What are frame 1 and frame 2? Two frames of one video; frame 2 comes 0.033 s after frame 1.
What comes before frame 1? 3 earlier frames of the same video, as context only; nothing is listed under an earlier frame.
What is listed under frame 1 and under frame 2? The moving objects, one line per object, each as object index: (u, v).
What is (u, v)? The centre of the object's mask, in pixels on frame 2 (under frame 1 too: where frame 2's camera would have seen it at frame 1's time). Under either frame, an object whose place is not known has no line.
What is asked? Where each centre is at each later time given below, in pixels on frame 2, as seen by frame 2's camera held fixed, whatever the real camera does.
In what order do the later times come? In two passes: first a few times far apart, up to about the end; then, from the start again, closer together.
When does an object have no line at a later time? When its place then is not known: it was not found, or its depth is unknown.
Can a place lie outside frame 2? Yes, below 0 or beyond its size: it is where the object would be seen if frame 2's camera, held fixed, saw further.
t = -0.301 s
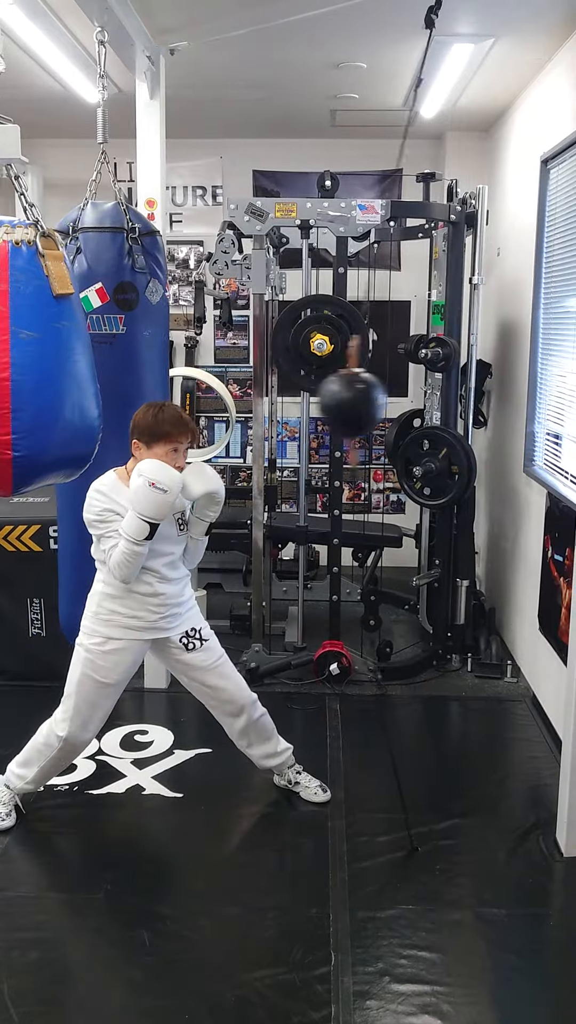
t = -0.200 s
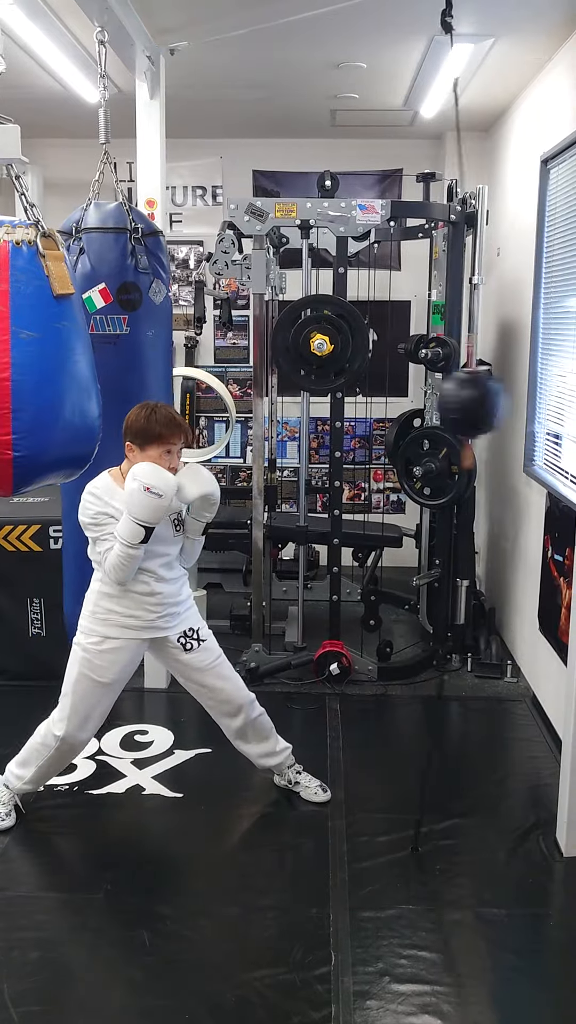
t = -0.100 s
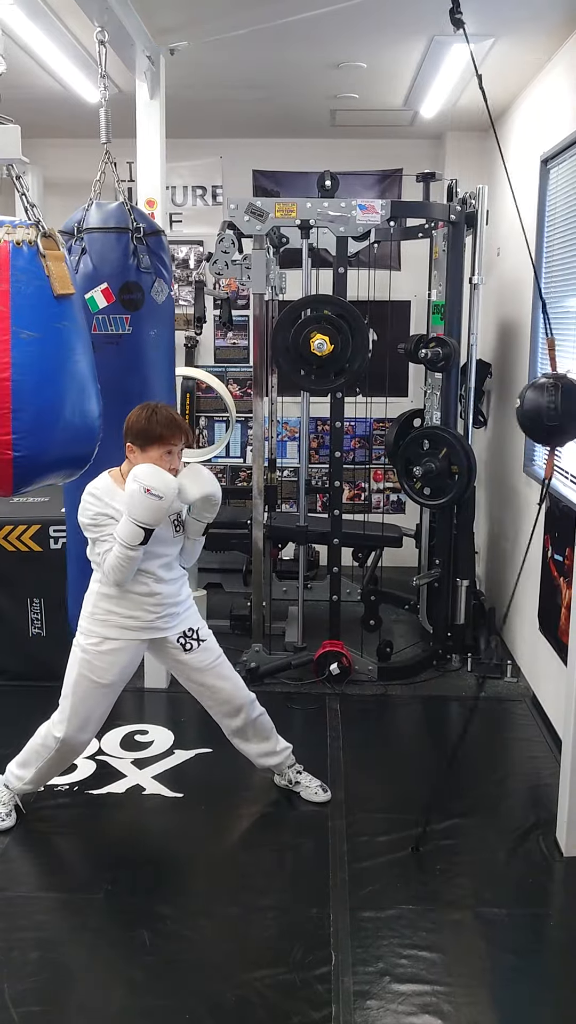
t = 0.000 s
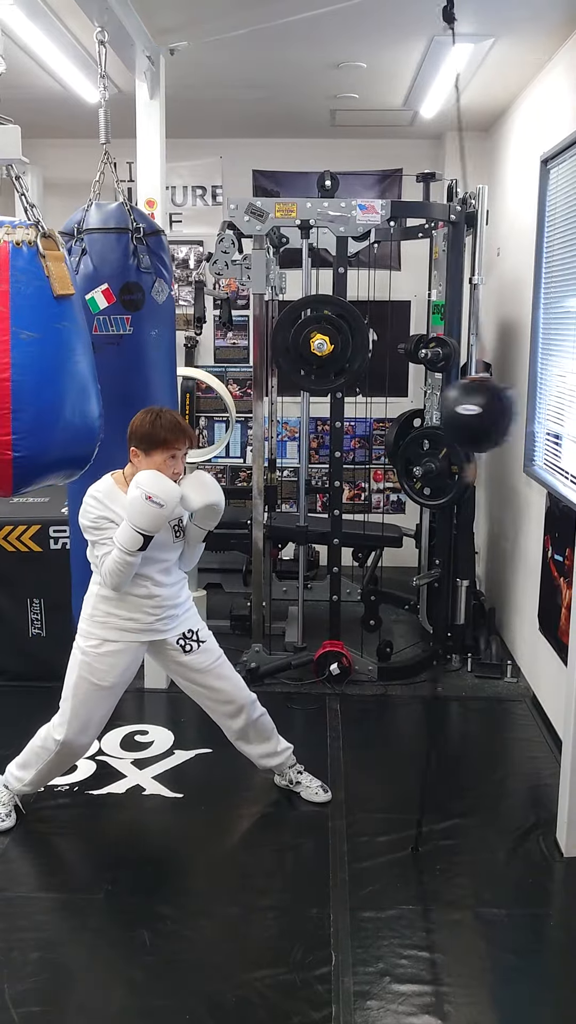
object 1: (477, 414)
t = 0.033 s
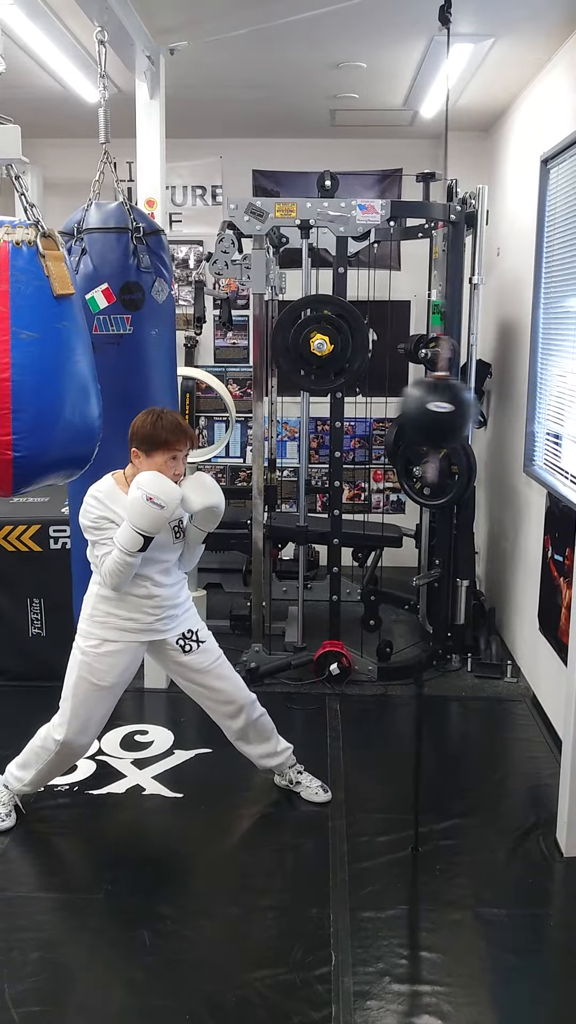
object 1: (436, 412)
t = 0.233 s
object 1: (326, 408)
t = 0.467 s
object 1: (524, 408)
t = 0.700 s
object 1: (398, 407)
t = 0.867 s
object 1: (340, 408)
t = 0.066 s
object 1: (396, 411)
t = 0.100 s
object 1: (359, 409)
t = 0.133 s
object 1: (331, 409)
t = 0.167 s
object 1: (316, 408)
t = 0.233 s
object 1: (326, 408)
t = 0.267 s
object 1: (350, 406)
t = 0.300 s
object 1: (379, 405)
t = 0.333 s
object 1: (413, 403)
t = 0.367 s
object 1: (449, 403)
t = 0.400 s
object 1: (481, 404)
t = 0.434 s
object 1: (504, 404)
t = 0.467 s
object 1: (524, 408)
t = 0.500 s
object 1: (537, 411)
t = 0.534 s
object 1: (537, 412)
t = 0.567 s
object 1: (521, 412)
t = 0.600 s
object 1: (497, 412)
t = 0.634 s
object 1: (468, 411)
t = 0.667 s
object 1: (434, 408)
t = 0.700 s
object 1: (398, 407)
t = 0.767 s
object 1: (344, 410)
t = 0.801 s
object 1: (330, 411)
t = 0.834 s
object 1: (330, 409)
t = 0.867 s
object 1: (340, 408)
